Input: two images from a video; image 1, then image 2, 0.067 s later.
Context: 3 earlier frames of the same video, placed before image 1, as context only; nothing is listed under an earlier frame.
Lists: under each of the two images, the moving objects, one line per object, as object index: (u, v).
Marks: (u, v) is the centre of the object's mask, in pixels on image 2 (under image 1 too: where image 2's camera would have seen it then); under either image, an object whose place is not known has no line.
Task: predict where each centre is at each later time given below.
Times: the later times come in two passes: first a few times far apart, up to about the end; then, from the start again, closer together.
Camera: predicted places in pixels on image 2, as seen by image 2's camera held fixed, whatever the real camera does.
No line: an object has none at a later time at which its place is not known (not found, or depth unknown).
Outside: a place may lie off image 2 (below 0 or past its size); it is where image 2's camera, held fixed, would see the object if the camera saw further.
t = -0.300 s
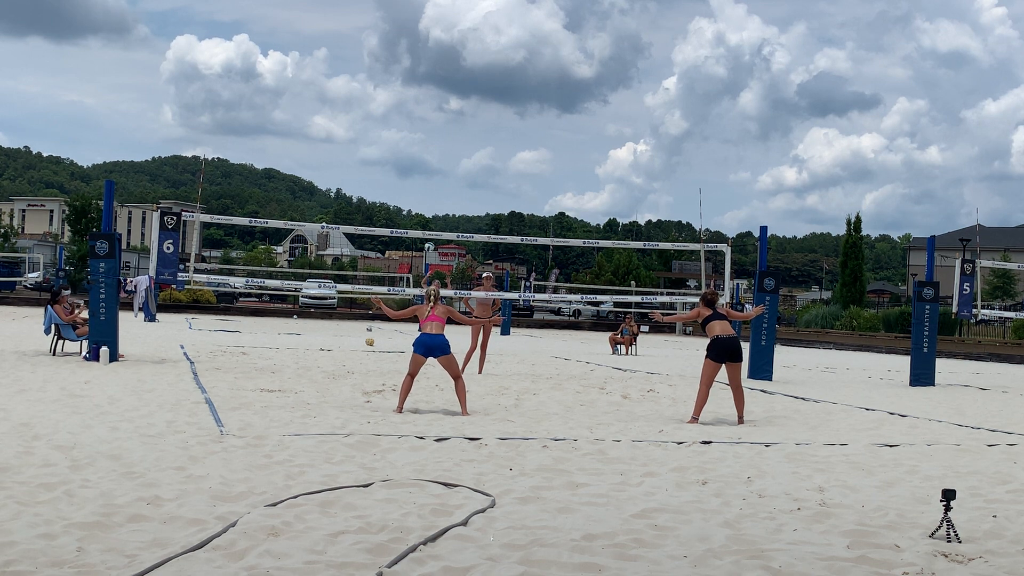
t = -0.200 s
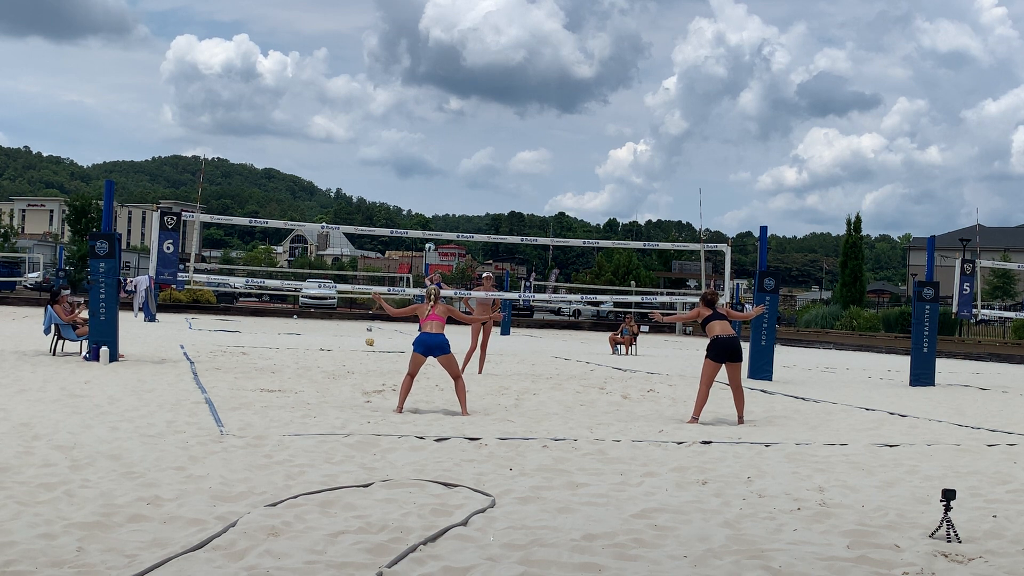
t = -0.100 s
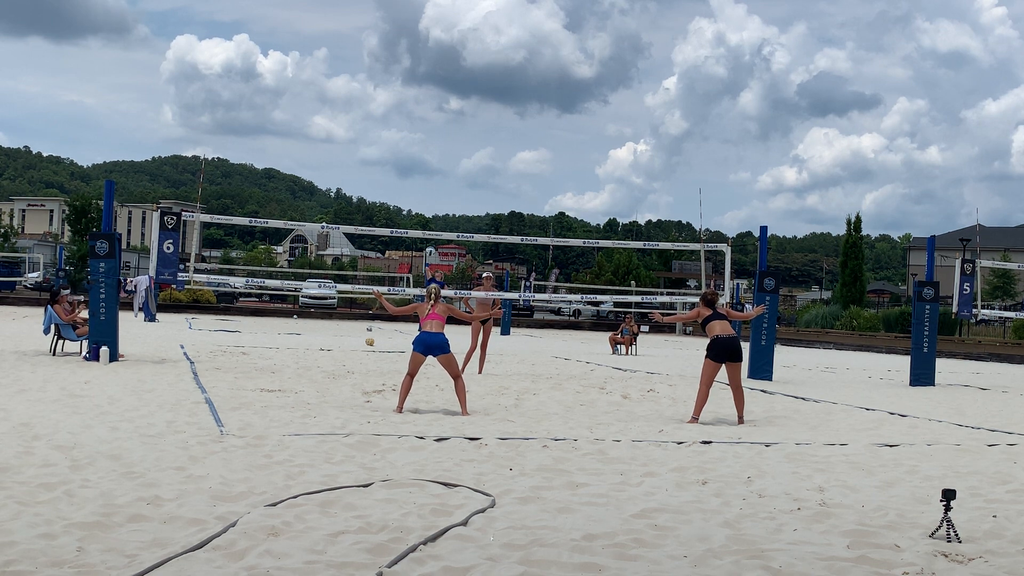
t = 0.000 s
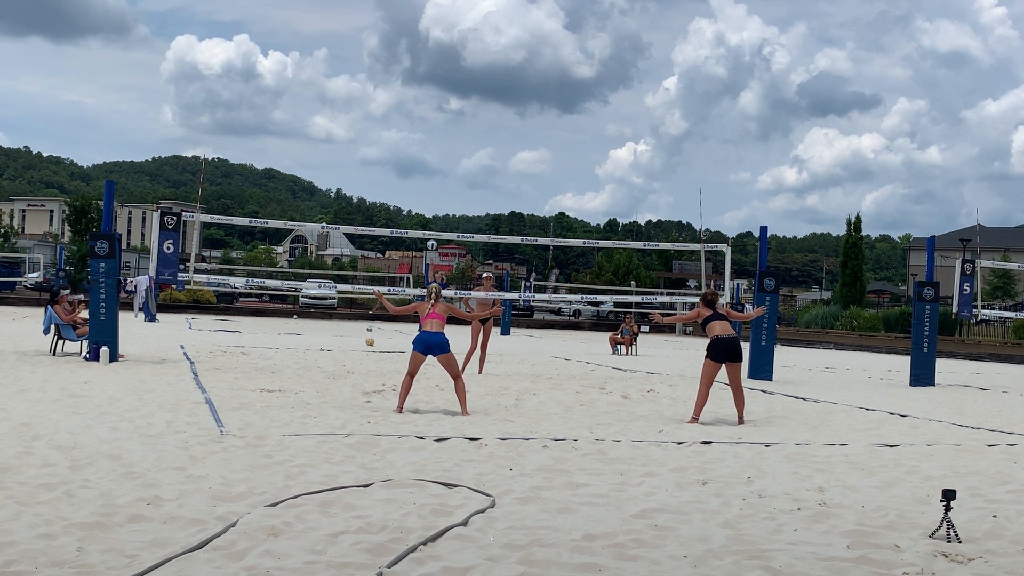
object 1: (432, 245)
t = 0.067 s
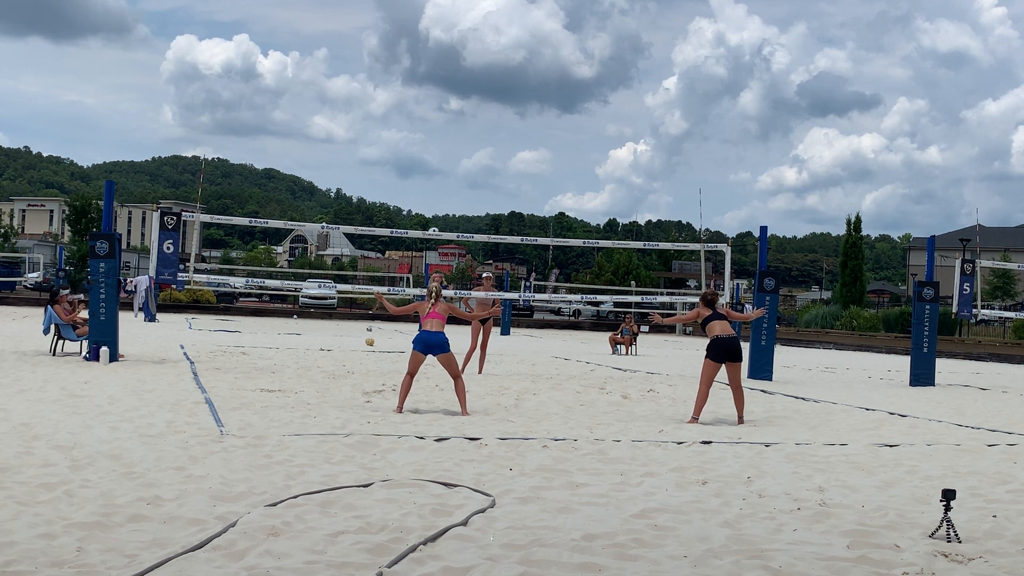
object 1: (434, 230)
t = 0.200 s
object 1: (438, 210)
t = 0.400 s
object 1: (447, 187)
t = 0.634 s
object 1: (457, 190)
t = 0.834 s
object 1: (456, 227)
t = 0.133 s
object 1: (436, 220)
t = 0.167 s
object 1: (437, 215)
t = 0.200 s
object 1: (438, 210)
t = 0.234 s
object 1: (440, 205)
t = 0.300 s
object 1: (443, 196)
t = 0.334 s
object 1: (445, 193)
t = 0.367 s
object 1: (446, 190)
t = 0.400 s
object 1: (447, 187)
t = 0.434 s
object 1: (449, 186)
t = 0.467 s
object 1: (450, 185)
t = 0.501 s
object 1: (452, 184)
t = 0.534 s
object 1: (453, 184)
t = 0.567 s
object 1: (455, 185)
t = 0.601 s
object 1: (456, 187)
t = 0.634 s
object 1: (457, 190)
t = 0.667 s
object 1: (457, 193)
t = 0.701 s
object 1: (458, 198)
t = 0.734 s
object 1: (458, 203)
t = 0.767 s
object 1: (457, 210)
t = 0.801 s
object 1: (457, 217)
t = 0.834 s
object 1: (456, 227)
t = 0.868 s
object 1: (454, 237)
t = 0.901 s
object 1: (452, 249)
